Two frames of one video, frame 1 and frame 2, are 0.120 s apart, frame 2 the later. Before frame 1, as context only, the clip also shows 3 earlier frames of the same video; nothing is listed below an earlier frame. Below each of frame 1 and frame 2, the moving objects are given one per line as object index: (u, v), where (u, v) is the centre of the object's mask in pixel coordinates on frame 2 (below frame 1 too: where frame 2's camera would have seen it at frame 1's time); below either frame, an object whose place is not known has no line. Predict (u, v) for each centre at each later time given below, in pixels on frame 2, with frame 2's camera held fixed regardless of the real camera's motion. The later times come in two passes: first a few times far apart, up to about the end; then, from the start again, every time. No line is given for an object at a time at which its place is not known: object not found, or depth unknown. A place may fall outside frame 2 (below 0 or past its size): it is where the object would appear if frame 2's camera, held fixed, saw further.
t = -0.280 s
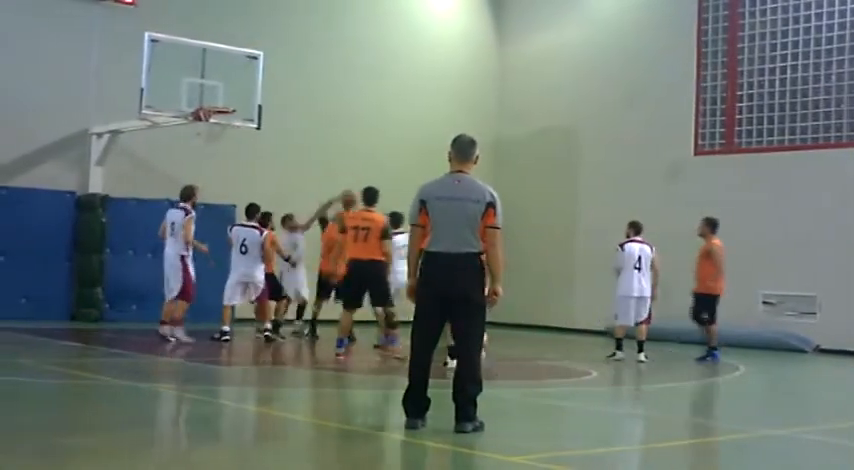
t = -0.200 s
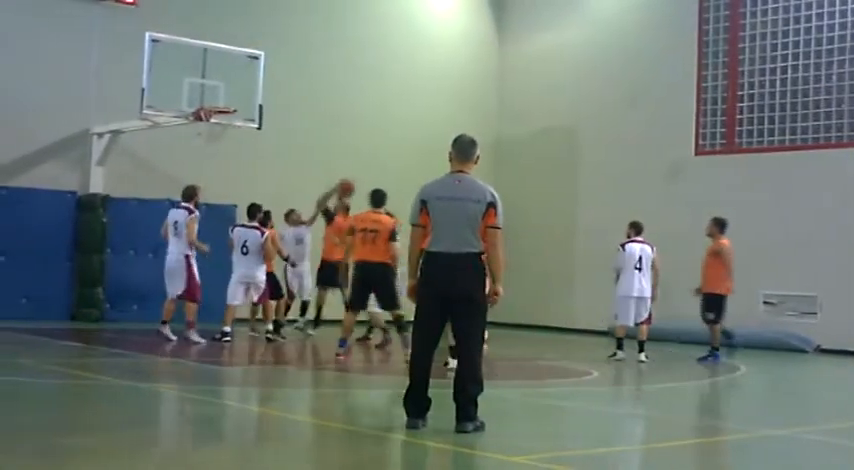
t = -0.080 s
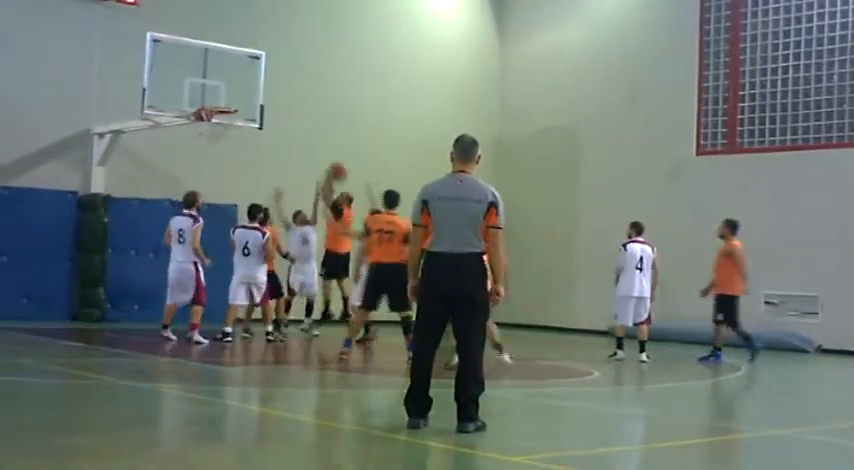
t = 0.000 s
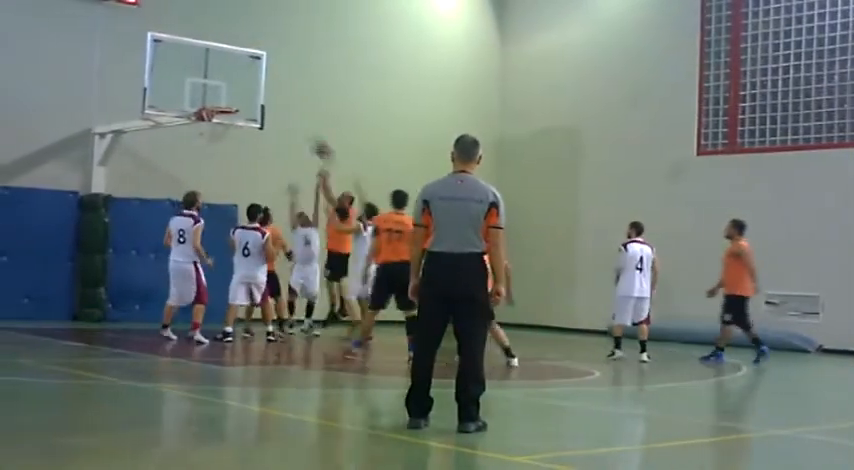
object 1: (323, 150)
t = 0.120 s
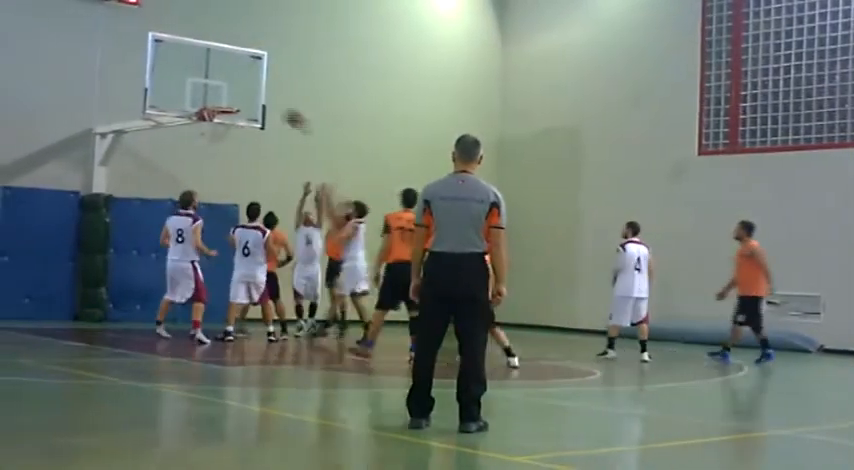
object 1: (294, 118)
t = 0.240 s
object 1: (267, 98)
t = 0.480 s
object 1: (229, 88)
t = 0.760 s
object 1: (223, 131)
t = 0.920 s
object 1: (221, 144)
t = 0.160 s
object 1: (285, 111)
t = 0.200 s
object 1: (276, 104)
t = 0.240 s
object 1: (267, 98)
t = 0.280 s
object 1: (256, 94)
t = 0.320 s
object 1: (244, 89)
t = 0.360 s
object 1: (234, 87)
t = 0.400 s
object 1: (232, 86)
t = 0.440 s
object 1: (231, 87)
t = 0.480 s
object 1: (229, 88)
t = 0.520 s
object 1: (228, 92)
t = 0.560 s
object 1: (226, 96)
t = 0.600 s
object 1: (225, 100)
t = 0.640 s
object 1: (225, 106)
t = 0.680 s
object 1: (224, 113)
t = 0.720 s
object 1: (224, 123)
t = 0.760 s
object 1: (223, 131)
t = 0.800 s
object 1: (223, 133)
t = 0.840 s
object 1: (222, 137)
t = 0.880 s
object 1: (221, 140)
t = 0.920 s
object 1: (221, 144)
